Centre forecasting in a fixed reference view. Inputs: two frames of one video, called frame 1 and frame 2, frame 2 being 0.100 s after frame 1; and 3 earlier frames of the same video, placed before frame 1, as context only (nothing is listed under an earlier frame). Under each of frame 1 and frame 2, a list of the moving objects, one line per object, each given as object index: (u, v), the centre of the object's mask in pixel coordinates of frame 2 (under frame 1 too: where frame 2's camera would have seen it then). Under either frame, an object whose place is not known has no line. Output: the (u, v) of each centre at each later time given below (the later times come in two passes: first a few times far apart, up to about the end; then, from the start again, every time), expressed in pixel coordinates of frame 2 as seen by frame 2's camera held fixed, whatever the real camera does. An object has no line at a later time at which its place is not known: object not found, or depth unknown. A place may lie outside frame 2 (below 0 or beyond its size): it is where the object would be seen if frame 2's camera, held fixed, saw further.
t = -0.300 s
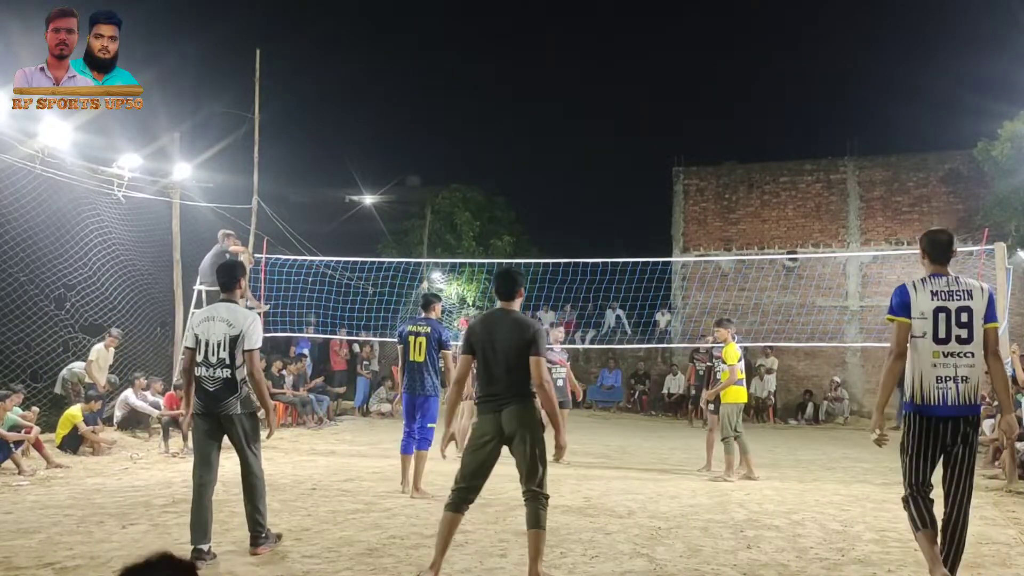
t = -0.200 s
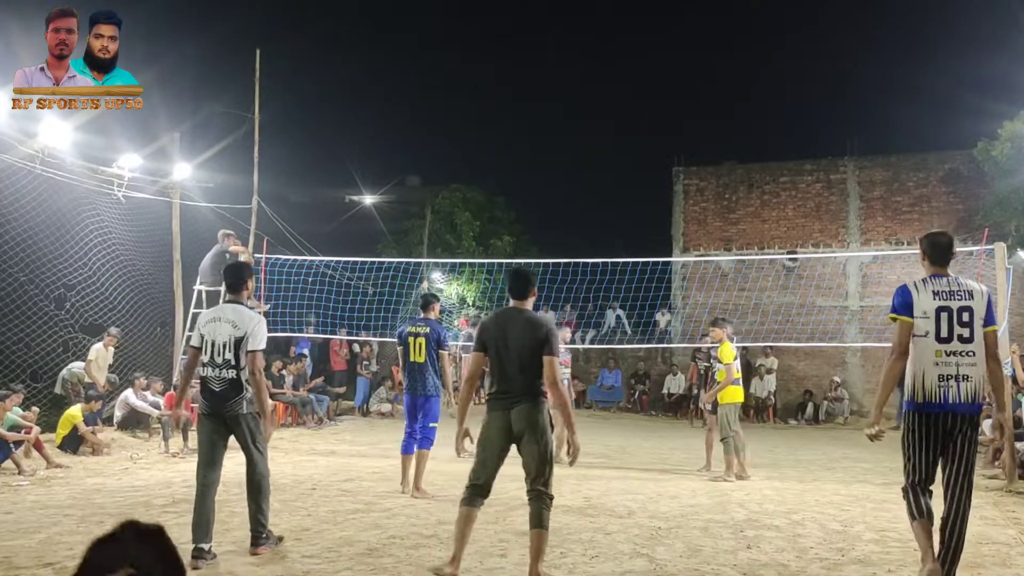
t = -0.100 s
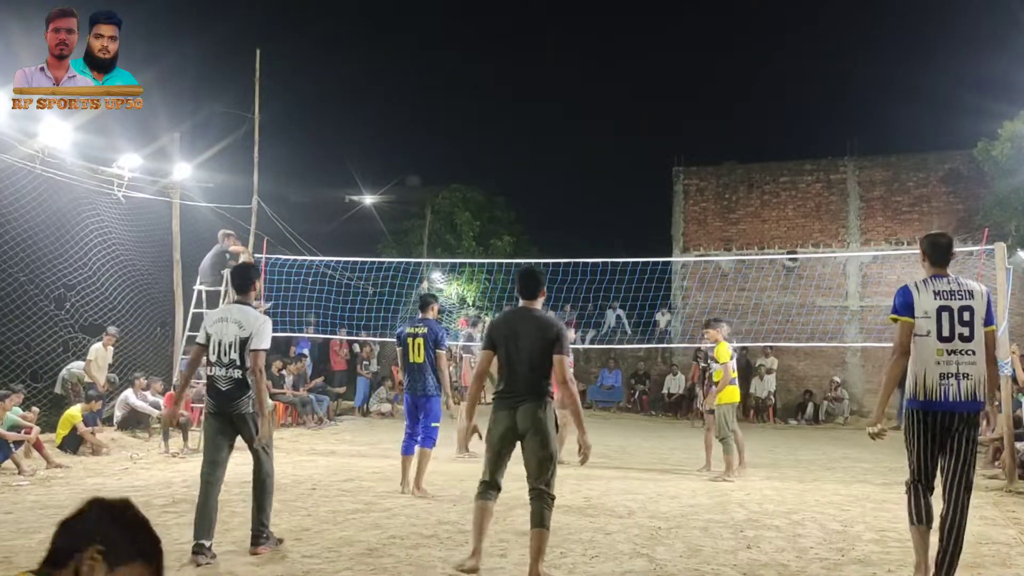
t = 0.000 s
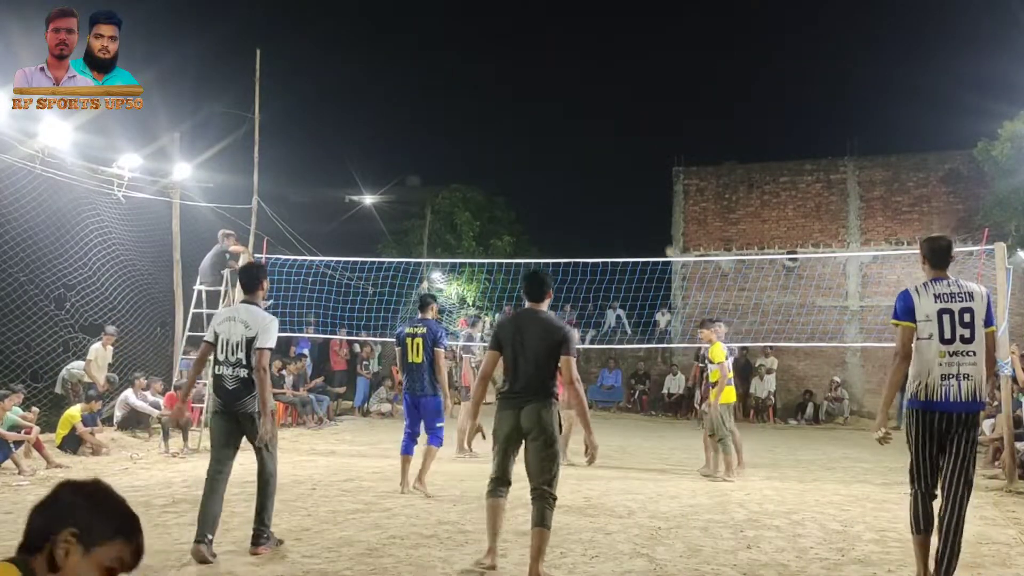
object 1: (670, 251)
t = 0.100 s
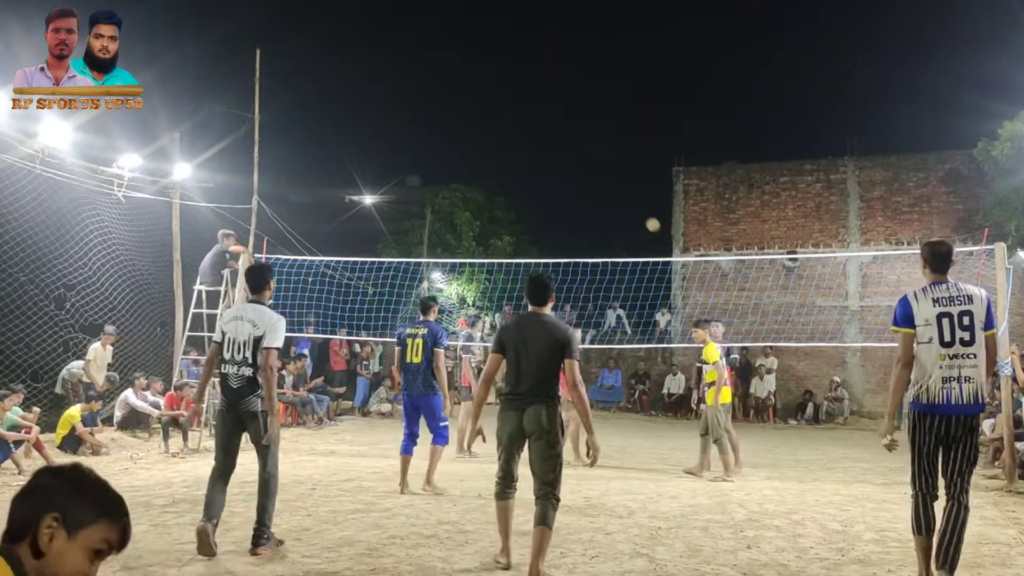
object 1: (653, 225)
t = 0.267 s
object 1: (617, 186)
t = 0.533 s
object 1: (545, 151)
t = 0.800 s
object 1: (449, 160)
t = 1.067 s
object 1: (312, 245)
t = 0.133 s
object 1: (646, 216)
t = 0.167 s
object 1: (639, 208)
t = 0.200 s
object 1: (632, 200)
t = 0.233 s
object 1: (624, 193)
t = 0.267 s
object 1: (617, 186)
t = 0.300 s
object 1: (609, 180)
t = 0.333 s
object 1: (600, 174)
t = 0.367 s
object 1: (592, 169)
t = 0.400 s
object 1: (583, 164)
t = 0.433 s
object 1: (574, 160)
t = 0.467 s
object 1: (565, 156)
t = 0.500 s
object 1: (555, 153)
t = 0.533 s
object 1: (545, 151)
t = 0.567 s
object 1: (535, 149)
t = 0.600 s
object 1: (524, 148)
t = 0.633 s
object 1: (513, 148)
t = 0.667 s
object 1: (501, 148)
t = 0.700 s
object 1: (489, 150)
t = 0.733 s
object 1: (476, 152)
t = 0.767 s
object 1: (463, 156)
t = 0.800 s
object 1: (449, 160)
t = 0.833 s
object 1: (435, 166)
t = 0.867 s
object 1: (420, 173)
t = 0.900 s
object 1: (405, 181)
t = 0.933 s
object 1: (388, 190)
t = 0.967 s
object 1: (371, 202)
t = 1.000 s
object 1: (352, 216)
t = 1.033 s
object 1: (333, 230)
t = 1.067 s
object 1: (312, 245)
